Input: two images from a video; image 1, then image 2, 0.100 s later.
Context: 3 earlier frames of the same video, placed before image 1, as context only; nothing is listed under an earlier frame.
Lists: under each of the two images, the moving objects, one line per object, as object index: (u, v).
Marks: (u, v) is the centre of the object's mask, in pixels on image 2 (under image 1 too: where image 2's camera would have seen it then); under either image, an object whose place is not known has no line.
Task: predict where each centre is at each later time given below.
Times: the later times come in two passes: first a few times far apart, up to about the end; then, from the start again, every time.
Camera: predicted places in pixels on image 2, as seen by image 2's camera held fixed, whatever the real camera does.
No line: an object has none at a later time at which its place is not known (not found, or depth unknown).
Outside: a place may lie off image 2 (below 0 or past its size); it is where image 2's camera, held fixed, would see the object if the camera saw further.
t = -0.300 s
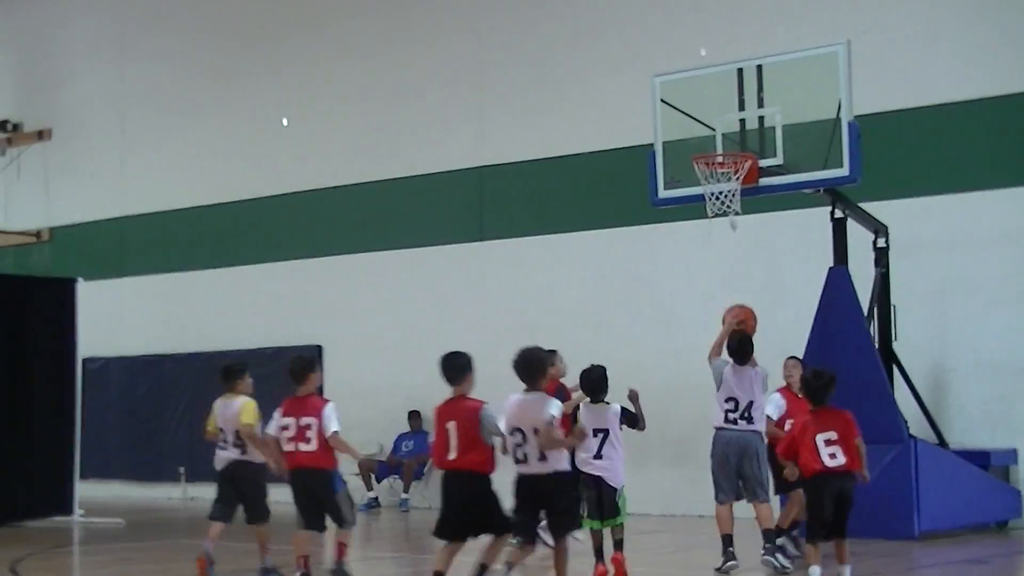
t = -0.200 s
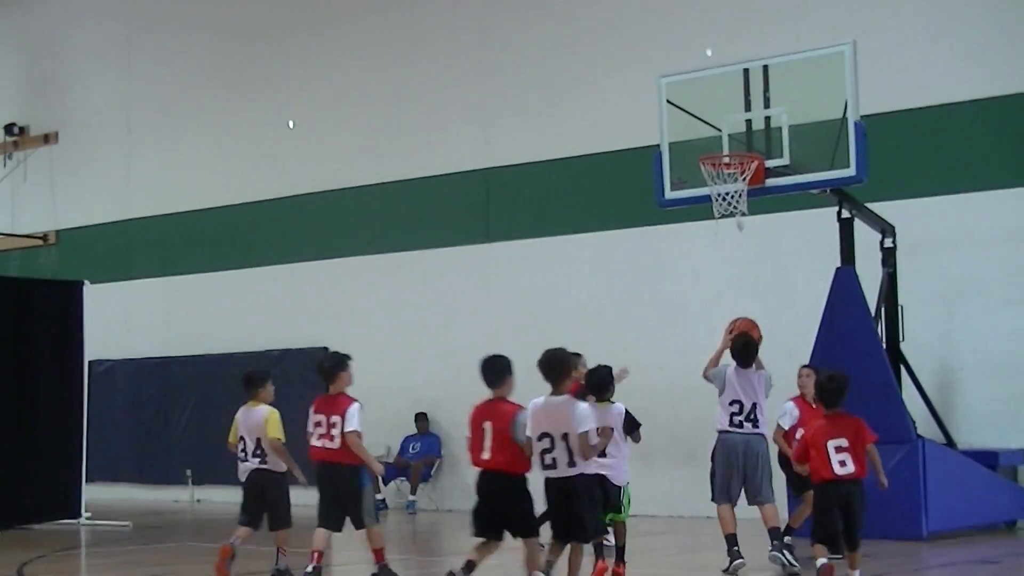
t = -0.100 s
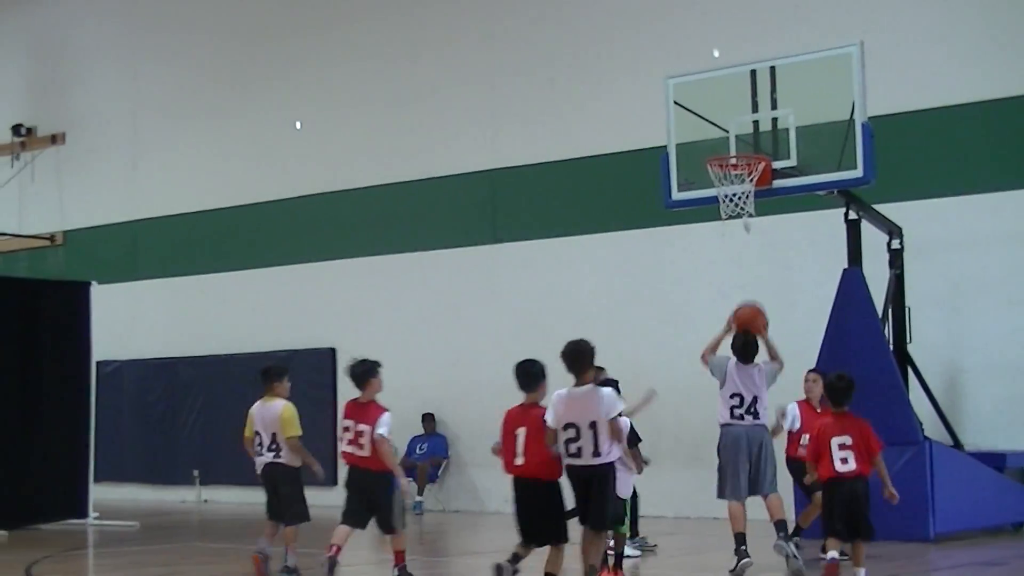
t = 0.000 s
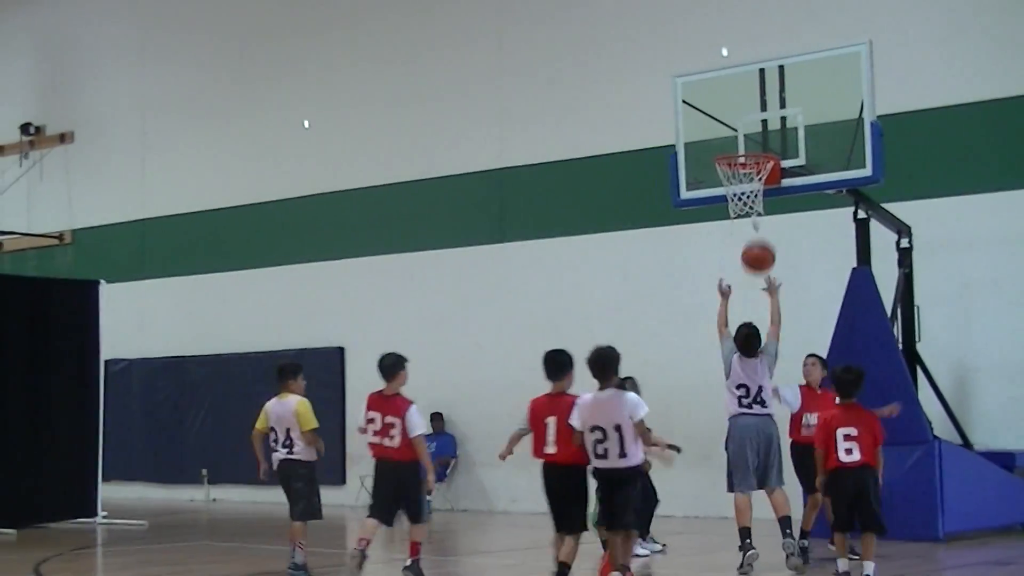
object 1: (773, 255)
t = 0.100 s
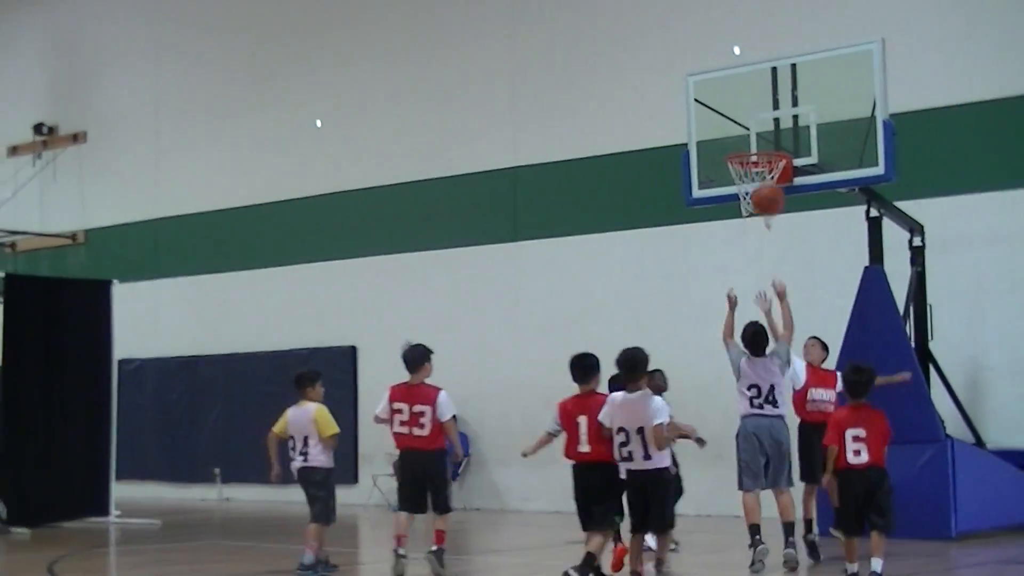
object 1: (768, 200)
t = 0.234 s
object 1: (764, 148)
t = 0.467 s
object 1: (762, 119)
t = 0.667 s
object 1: (753, 141)
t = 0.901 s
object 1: (715, 134)
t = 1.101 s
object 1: (682, 171)
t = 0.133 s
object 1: (767, 185)
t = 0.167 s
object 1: (765, 169)
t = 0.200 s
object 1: (766, 159)
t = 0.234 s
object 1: (764, 148)
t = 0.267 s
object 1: (764, 140)
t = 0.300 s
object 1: (764, 133)
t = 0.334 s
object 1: (764, 128)
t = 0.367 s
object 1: (763, 123)
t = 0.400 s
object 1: (763, 121)
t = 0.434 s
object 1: (763, 119)
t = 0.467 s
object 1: (762, 119)
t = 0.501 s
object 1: (762, 121)
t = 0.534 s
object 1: (761, 123)
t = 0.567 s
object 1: (761, 127)
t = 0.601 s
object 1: (761, 133)
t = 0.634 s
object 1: (760, 139)
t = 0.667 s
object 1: (753, 141)
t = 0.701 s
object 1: (748, 143)
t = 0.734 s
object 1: (743, 140)
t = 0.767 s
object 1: (737, 137)
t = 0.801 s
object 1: (732, 134)
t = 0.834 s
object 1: (726, 133)
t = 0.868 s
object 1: (720, 133)
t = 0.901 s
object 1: (715, 134)
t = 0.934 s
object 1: (711, 137)
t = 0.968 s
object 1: (706, 141)
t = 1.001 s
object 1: (699, 146)
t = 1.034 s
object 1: (694, 153)
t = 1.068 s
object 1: (688, 161)
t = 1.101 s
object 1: (682, 171)
